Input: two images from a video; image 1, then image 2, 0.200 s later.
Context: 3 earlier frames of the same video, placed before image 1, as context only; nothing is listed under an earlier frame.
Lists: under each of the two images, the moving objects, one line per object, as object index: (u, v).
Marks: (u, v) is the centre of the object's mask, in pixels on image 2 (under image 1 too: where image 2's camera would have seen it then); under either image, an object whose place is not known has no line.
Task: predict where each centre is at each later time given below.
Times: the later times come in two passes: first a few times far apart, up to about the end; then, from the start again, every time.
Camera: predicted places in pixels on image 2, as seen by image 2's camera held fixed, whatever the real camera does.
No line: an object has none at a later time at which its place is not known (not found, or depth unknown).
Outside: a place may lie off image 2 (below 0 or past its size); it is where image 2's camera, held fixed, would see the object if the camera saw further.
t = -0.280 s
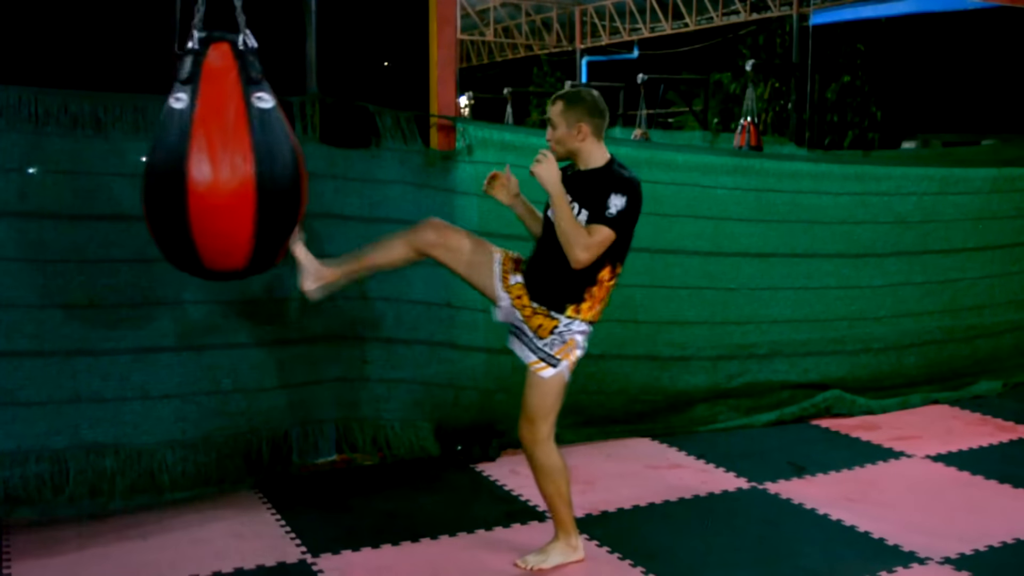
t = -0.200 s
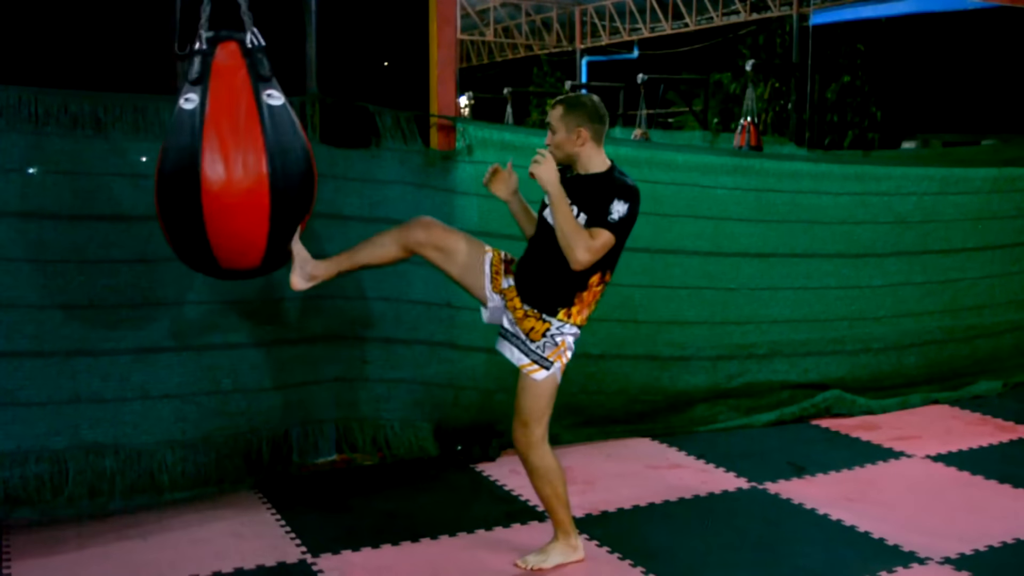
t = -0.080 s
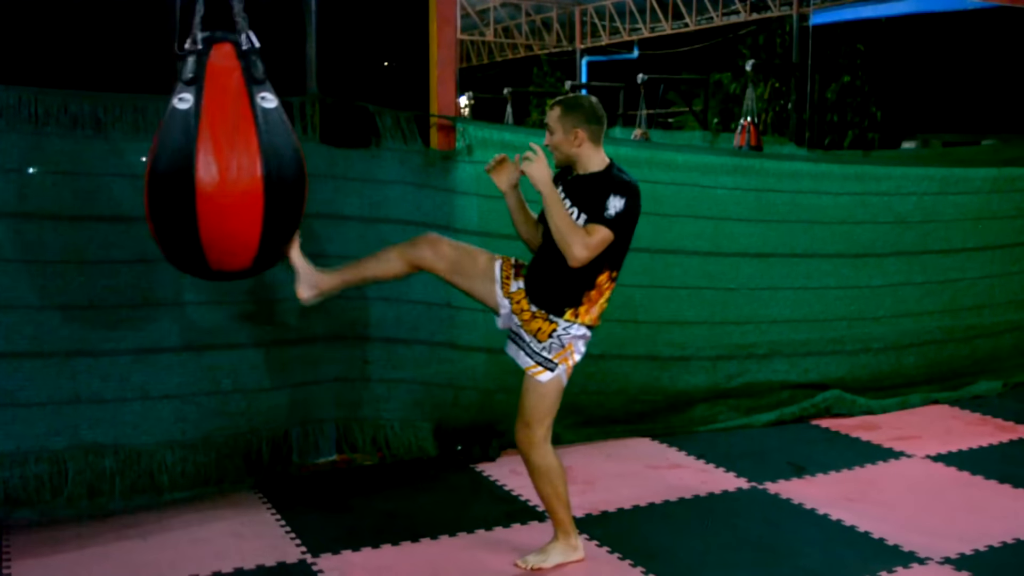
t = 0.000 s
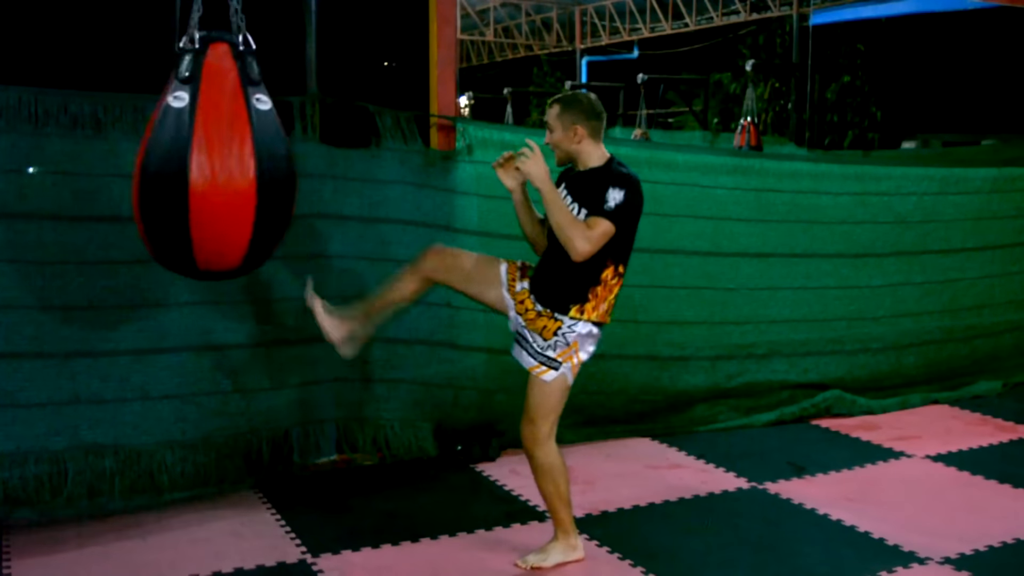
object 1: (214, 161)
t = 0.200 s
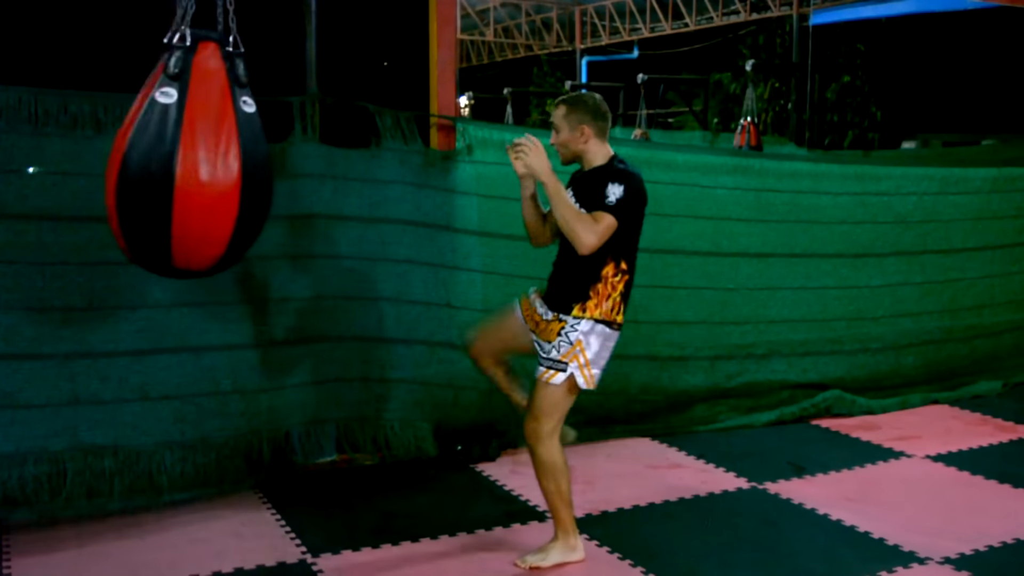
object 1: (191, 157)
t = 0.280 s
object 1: (185, 157)
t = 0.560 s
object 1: (181, 157)
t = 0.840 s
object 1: (204, 160)
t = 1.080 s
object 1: (234, 159)
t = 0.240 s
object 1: (187, 158)
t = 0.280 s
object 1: (185, 157)
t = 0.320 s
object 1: (182, 157)
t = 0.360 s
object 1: (180, 157)
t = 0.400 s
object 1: (179, 157)
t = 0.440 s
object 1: (179, 157)
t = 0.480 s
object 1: (179, 157)
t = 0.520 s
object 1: (179, 157)
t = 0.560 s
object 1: (181, 157)
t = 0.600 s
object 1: (183, 157)
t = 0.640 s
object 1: (185, 158)
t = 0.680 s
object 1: (188, 158)
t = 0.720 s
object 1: (191, 159)
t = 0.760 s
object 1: (195, 159)
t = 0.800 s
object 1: (200, 159)
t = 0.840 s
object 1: (204, 160)
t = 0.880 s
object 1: (209, 159)
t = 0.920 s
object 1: (214, 159)
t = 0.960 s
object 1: (220, 159)
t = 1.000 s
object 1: (225, 159)
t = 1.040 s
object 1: (229, 159)
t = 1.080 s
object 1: (234, 159)
